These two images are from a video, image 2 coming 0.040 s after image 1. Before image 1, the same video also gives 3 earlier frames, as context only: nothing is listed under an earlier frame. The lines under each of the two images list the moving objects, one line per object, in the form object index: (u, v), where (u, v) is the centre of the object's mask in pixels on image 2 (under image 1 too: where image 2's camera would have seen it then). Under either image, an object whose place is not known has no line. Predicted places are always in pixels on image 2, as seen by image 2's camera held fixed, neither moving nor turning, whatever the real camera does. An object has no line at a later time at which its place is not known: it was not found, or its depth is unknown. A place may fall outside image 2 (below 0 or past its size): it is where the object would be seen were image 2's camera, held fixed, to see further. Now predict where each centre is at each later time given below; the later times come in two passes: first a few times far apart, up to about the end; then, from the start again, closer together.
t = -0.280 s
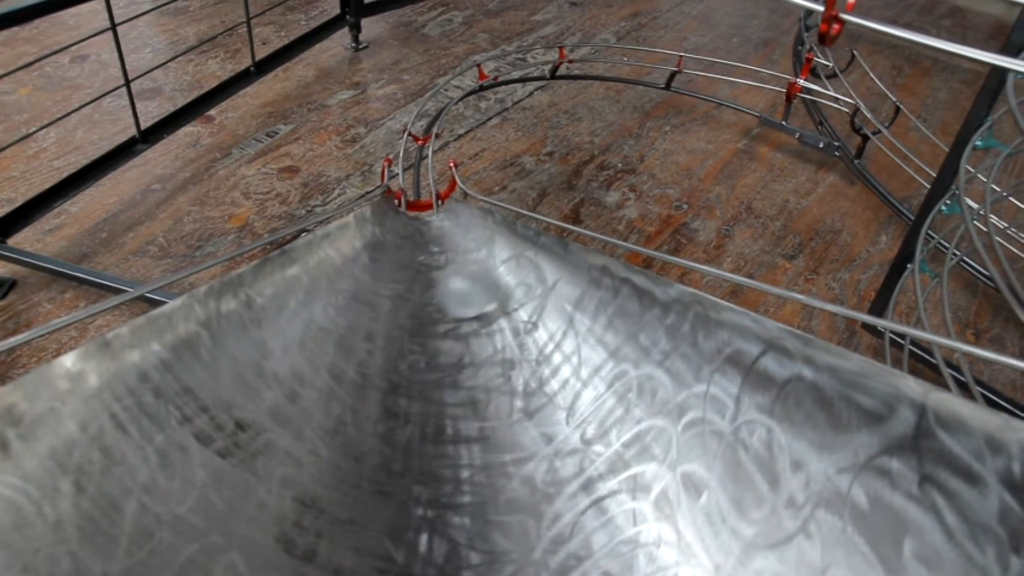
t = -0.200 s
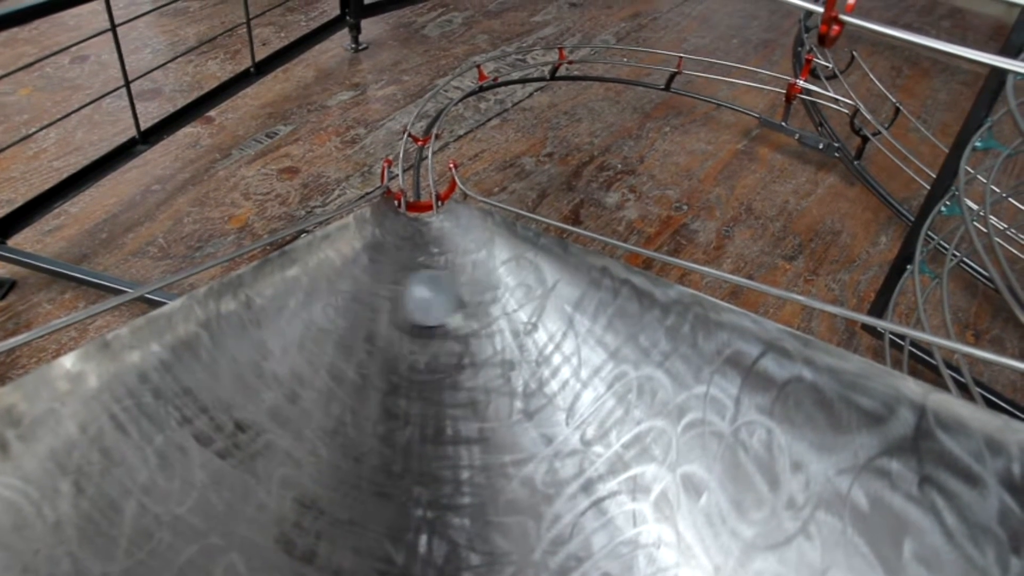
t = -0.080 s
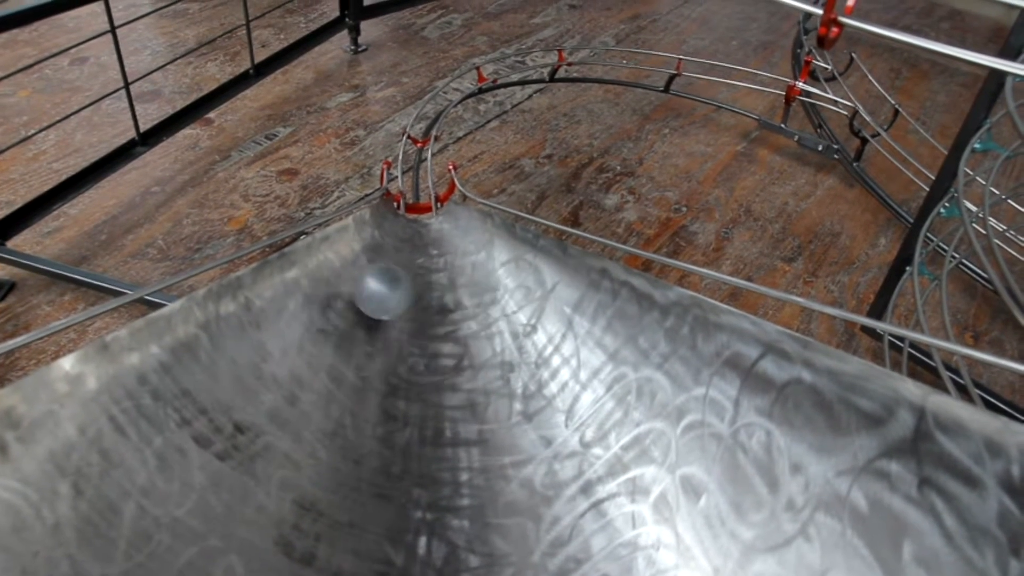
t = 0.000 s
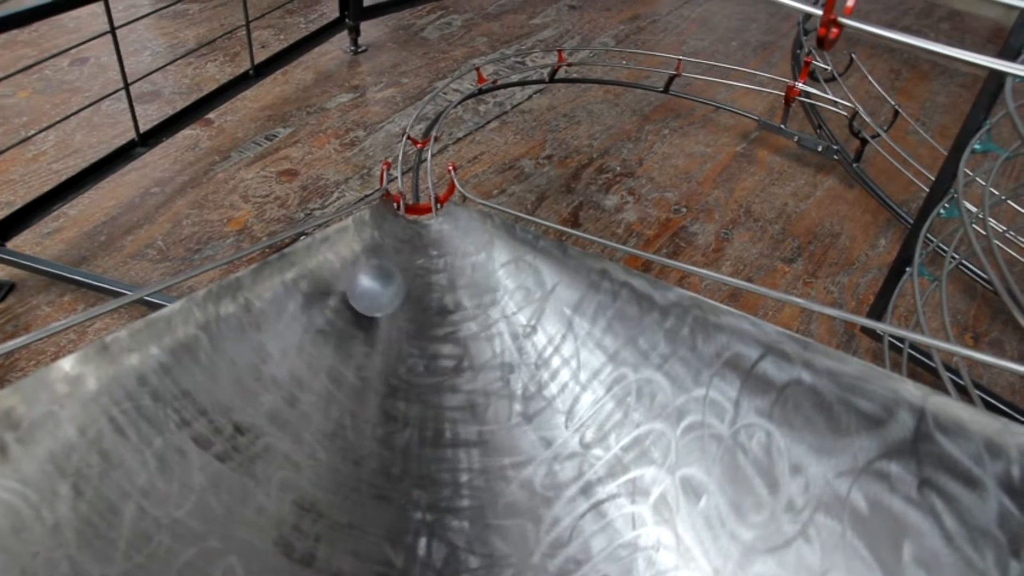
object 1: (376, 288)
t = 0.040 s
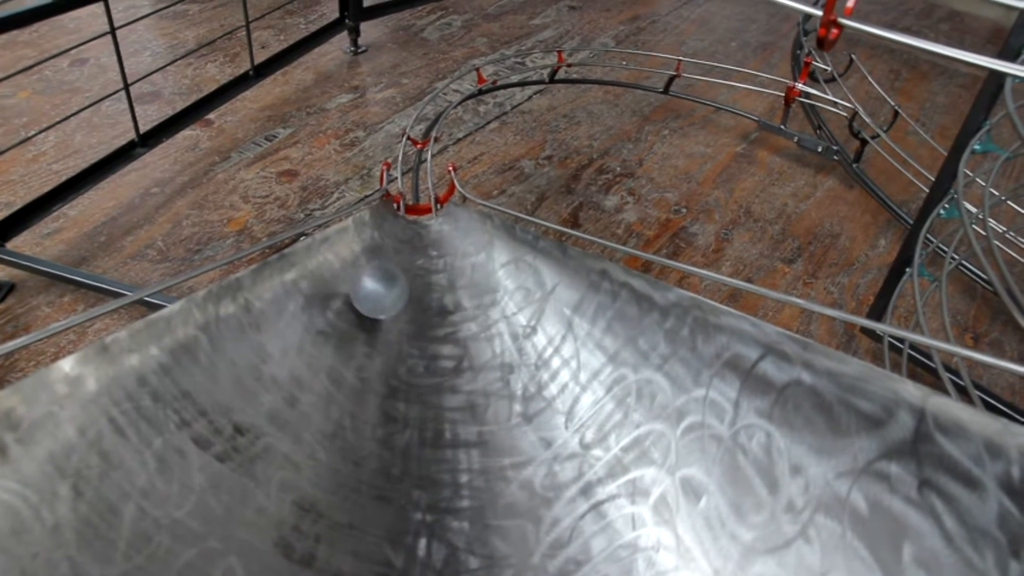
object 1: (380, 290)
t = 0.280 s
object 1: (473, 291)
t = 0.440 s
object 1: (479, 283)
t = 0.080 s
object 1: (389, 293)
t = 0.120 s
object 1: (403, 296)
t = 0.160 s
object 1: (423, 298)
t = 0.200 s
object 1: (436, 299)
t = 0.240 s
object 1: (460, 295)
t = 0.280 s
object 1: (473, 291)
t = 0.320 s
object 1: (480, 284)
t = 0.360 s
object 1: (483, 281)
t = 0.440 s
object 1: (479, 283)
